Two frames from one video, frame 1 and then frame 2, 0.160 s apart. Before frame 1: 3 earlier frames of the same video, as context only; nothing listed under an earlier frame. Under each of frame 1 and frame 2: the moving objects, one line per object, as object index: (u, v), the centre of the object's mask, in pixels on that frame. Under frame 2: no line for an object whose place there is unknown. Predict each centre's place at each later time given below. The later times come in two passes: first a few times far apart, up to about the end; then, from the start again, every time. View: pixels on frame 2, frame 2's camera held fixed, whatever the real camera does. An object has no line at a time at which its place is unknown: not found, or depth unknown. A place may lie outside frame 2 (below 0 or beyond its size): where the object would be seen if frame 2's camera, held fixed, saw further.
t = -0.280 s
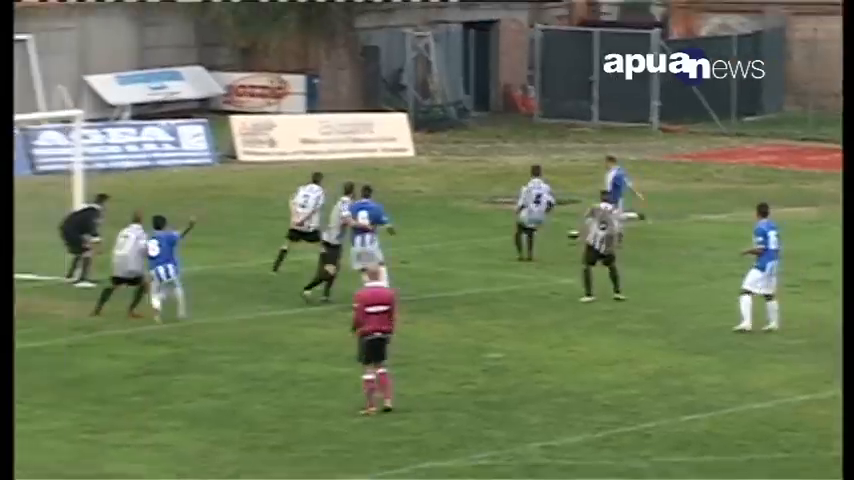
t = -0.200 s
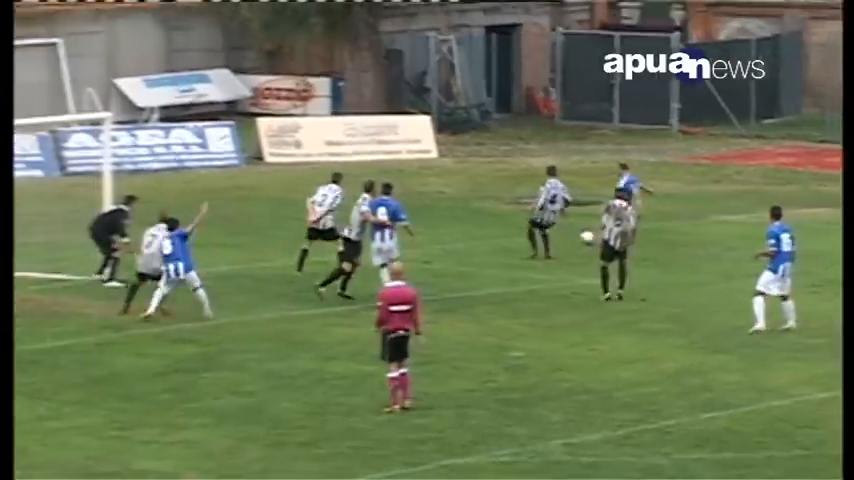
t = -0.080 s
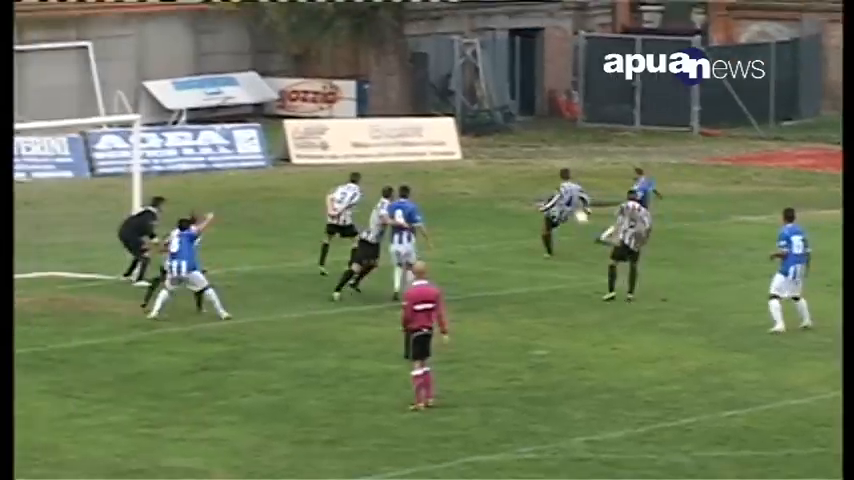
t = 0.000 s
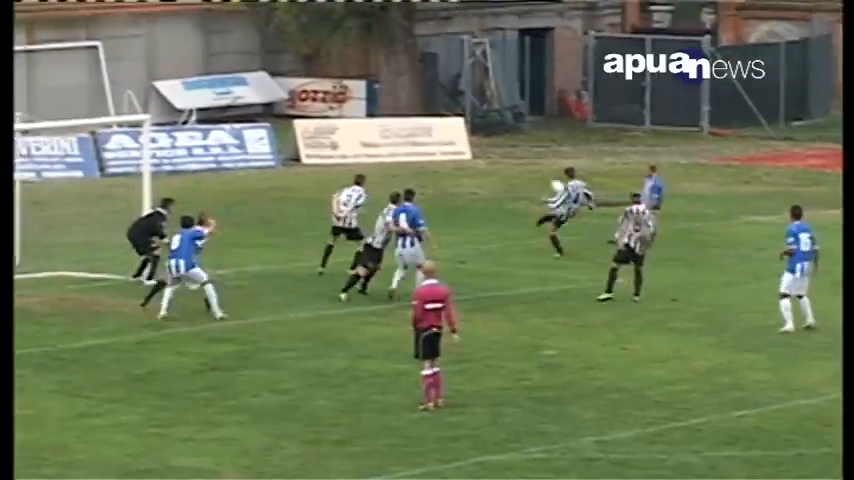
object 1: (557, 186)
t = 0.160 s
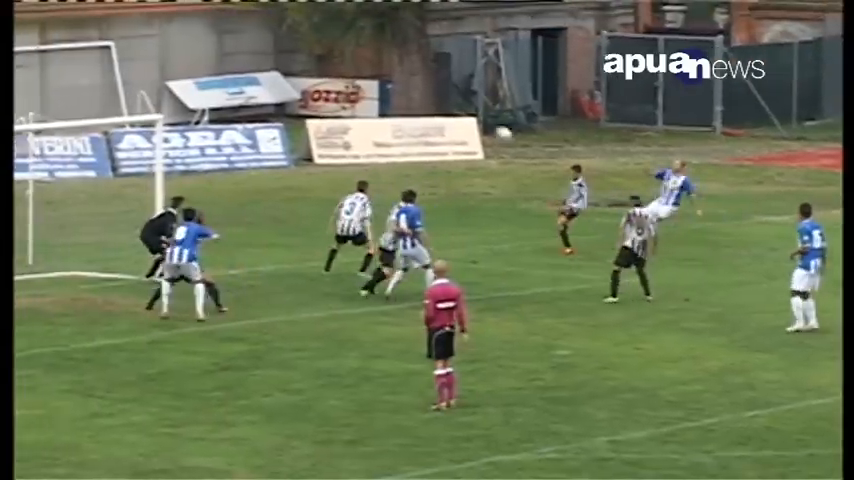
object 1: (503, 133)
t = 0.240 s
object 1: (470, 110)
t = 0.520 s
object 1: (359, 53)
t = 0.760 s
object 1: (263, 36)
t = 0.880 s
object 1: (216, 37)
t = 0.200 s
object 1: (487, 121)
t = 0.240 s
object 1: (470, 110)
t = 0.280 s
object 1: (454, 100)
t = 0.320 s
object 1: (437, 90)
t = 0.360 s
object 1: (422, 81)
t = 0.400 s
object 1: (406, 73)
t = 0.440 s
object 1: (390, 65)
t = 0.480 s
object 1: (375, 58)
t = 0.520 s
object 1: (359, 53)
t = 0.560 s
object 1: (343, 48)
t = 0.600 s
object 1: (327, 44)
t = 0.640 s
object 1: (311, 41)
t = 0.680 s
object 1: (296, 37)
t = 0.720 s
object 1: (279, 37)
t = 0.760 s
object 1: (263, 36)
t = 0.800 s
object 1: (246, 35)
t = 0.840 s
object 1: (231, 35)
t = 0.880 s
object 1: (216, 37)
